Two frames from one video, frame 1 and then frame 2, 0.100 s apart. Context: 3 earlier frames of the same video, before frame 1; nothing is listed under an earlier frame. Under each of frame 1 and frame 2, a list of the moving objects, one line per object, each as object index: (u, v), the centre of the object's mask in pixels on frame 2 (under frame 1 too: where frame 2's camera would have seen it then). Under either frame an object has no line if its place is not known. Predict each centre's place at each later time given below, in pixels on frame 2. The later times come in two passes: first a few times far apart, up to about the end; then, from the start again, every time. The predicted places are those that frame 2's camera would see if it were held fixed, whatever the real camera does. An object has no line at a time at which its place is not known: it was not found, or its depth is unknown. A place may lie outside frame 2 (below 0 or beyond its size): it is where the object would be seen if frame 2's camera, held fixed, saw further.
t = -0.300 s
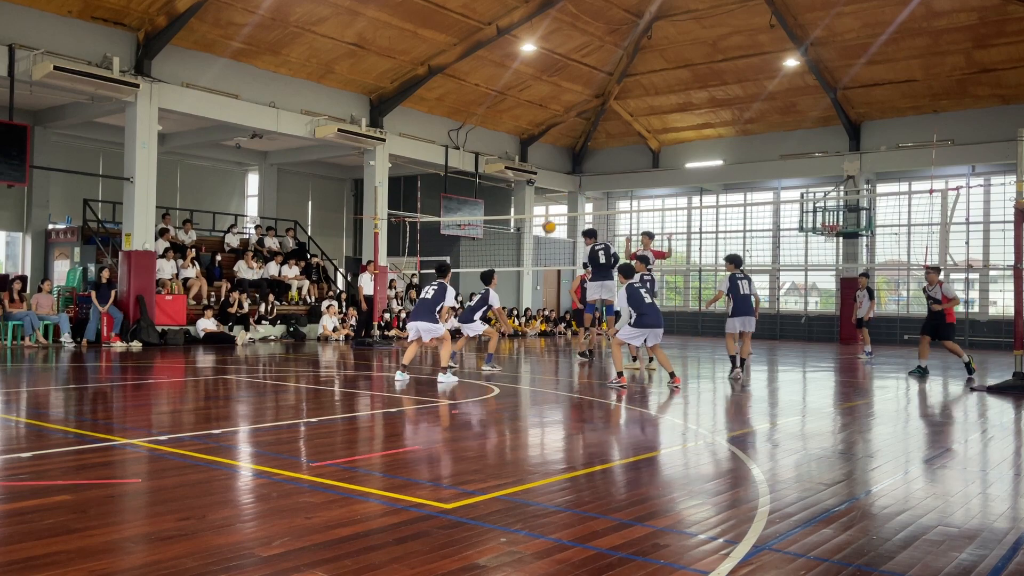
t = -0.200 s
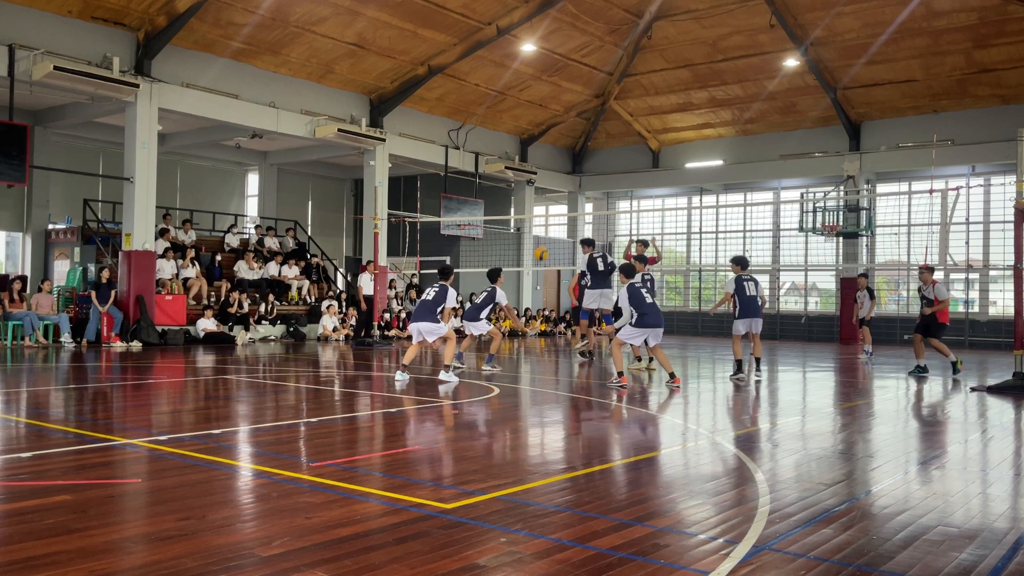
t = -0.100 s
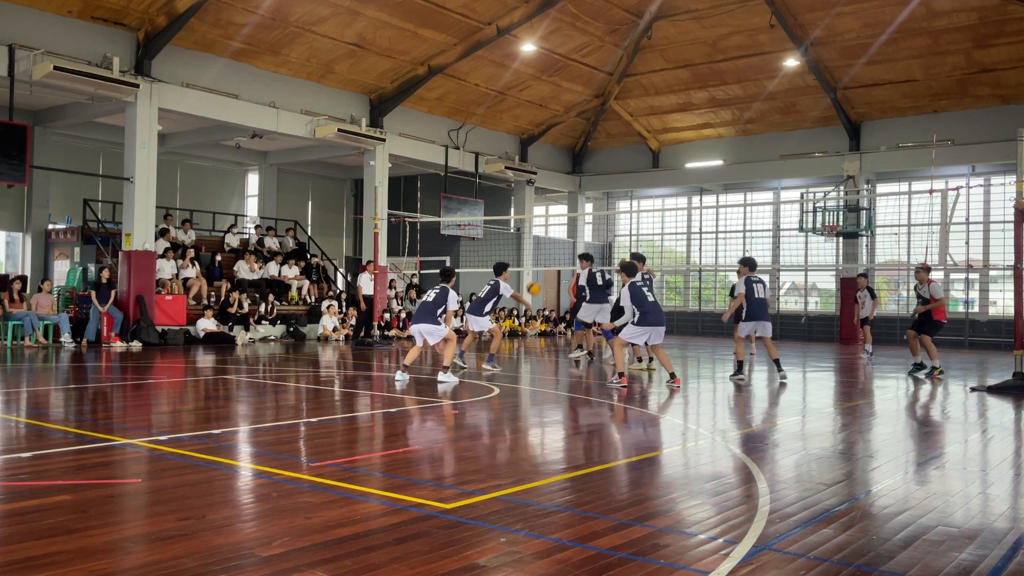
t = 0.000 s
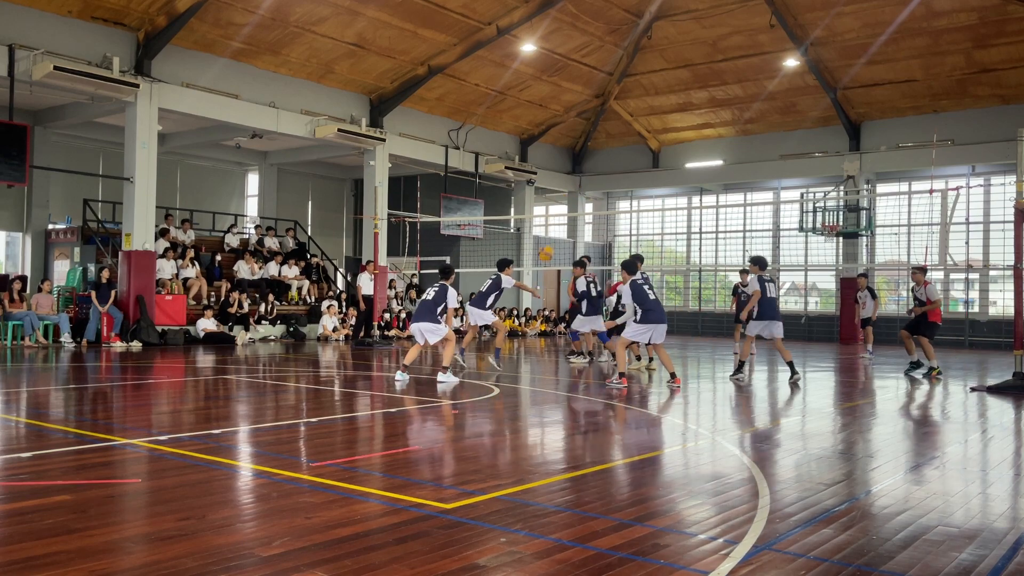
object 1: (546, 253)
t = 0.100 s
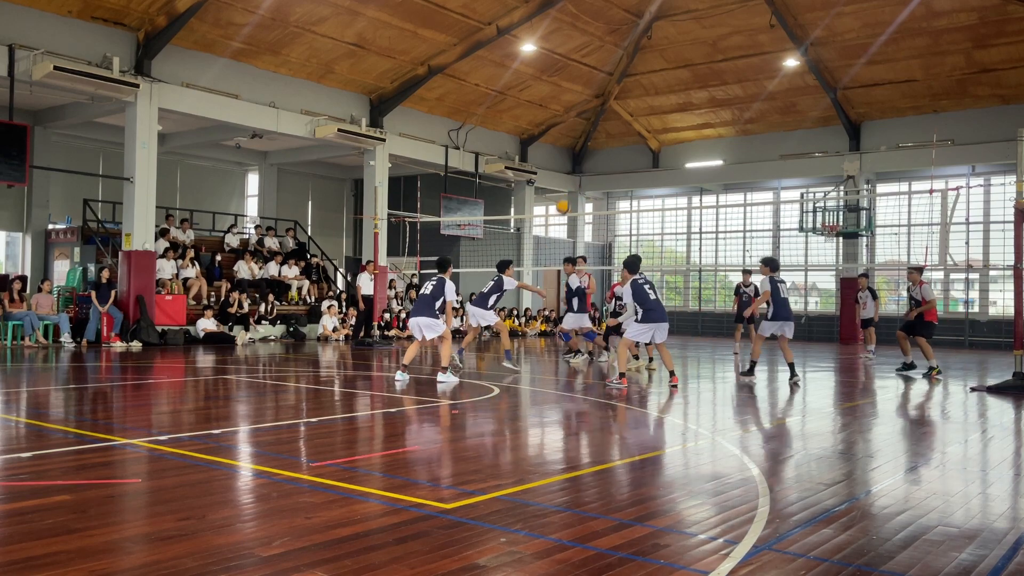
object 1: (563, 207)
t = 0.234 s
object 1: (585, 158)
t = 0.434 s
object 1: (618, 104)
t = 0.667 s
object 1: (655, 78)
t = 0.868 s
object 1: (687, 88)
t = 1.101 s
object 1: (724, 137)
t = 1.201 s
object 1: (739, 171)
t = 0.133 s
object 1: (569, 194)
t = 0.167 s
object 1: (574, 181)
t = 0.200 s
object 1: (580, 169)
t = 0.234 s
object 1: (585, 158)
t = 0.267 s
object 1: (590, 146)
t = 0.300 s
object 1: (596, 137)
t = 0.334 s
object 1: (602, 127)
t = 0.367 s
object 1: (607, 119)
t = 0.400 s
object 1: (612, 111)
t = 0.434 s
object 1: (618, 104)
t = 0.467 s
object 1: (623, 98)
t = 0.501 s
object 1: (629, 93)
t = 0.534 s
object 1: (634, 88)
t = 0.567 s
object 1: (640, 85)
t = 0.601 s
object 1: (645, 82)
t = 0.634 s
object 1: (650, 80)
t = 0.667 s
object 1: (655, 78)
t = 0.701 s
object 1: (661, 78)
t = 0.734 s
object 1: (666, 79)
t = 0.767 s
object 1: (672, 80)
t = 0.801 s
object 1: (677, 82)
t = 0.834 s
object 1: (682, 84)
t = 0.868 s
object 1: (687, 88)
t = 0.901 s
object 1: (693, 92)
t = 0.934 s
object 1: (698, 98)
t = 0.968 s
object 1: (703, 104)
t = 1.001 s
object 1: (708, 110)
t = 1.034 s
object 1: (714, 119)
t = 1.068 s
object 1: (719, 128)
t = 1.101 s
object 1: (724, 137)
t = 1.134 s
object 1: (729, 147)
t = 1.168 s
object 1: (734, 158)
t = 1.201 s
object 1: (739, 171)
